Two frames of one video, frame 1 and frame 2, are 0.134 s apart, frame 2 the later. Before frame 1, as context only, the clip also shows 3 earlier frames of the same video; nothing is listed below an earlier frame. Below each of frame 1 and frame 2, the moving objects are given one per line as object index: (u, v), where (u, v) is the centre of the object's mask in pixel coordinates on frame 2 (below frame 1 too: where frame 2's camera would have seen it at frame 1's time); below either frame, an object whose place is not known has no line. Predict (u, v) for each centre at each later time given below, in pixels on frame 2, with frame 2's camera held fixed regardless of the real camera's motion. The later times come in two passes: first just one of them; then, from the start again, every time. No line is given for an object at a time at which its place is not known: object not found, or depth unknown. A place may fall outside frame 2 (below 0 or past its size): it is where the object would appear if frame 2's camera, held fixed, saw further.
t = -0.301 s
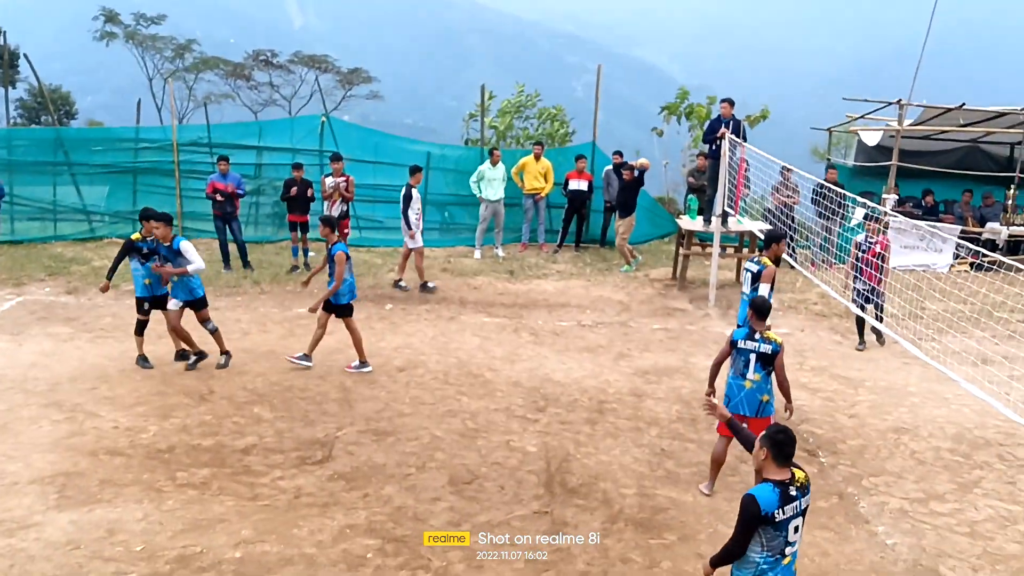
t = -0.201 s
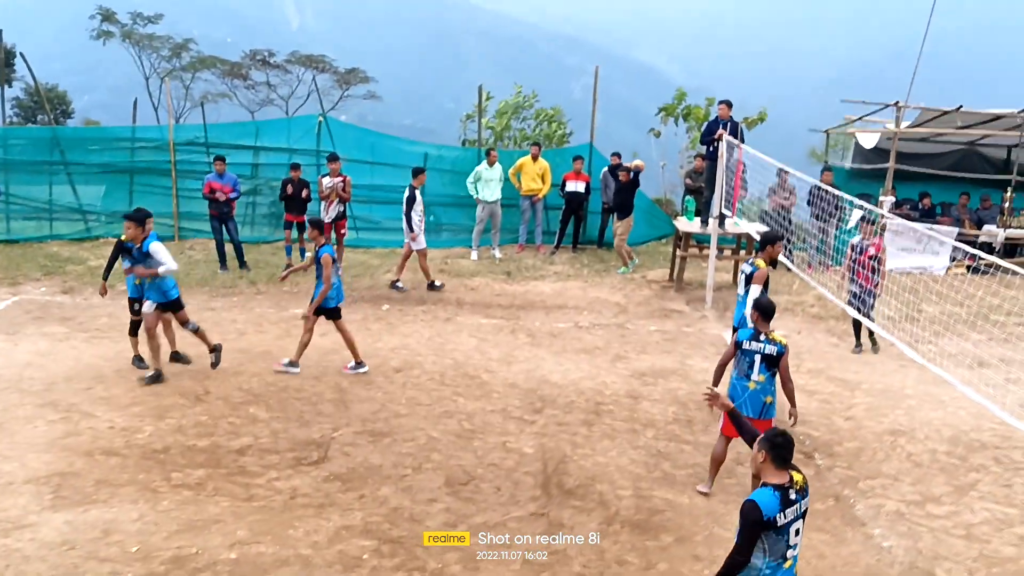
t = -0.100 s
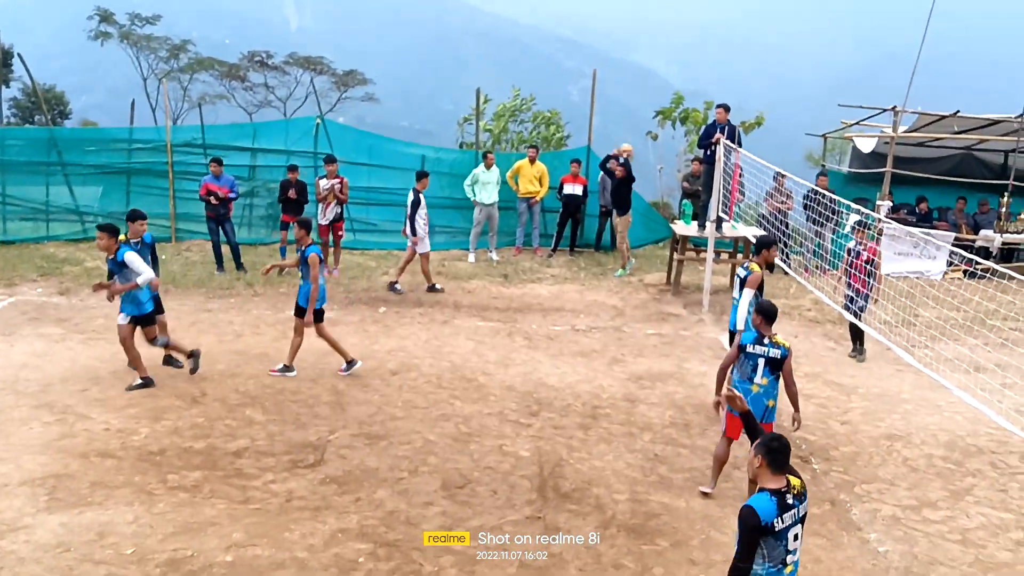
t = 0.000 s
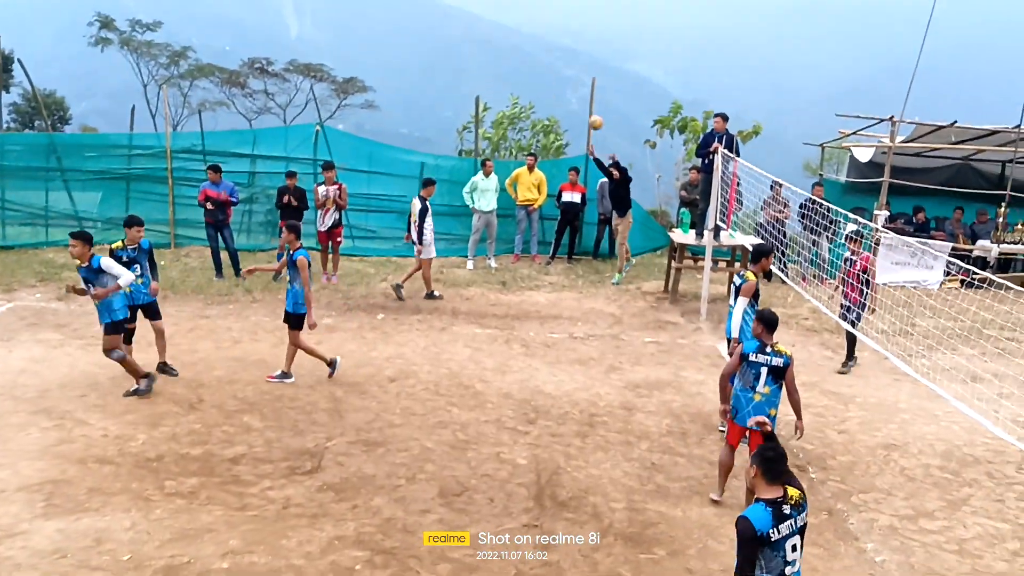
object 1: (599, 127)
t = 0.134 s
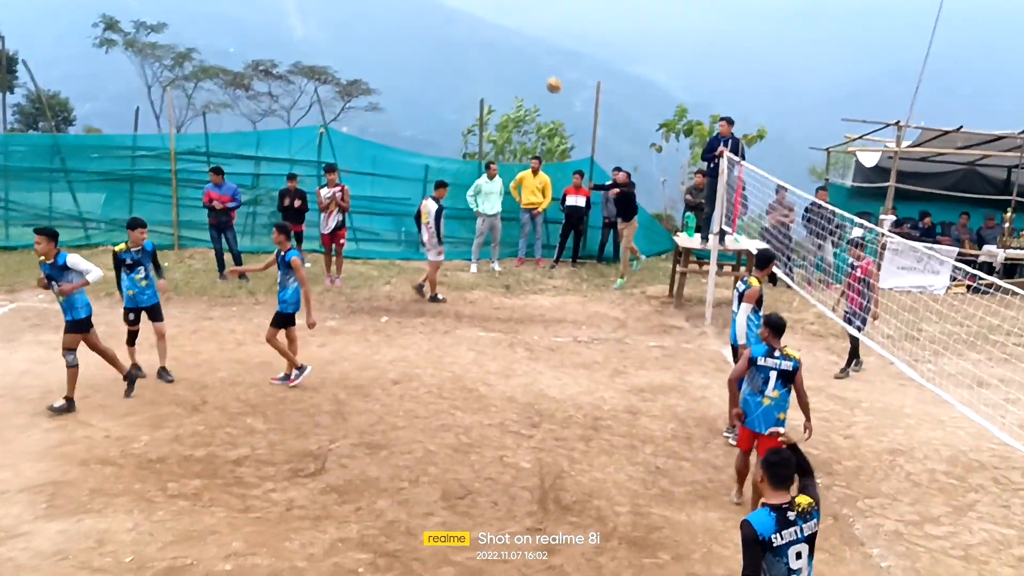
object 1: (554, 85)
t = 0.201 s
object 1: (530, 68)
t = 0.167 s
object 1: (542, 76)
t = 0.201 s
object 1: (530, 68)
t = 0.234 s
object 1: (517, 60)
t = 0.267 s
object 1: (504, 54)
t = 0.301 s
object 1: (491, 47)
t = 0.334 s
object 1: (478, 42)
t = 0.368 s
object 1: (465, 34)
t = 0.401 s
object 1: (452, 29)
